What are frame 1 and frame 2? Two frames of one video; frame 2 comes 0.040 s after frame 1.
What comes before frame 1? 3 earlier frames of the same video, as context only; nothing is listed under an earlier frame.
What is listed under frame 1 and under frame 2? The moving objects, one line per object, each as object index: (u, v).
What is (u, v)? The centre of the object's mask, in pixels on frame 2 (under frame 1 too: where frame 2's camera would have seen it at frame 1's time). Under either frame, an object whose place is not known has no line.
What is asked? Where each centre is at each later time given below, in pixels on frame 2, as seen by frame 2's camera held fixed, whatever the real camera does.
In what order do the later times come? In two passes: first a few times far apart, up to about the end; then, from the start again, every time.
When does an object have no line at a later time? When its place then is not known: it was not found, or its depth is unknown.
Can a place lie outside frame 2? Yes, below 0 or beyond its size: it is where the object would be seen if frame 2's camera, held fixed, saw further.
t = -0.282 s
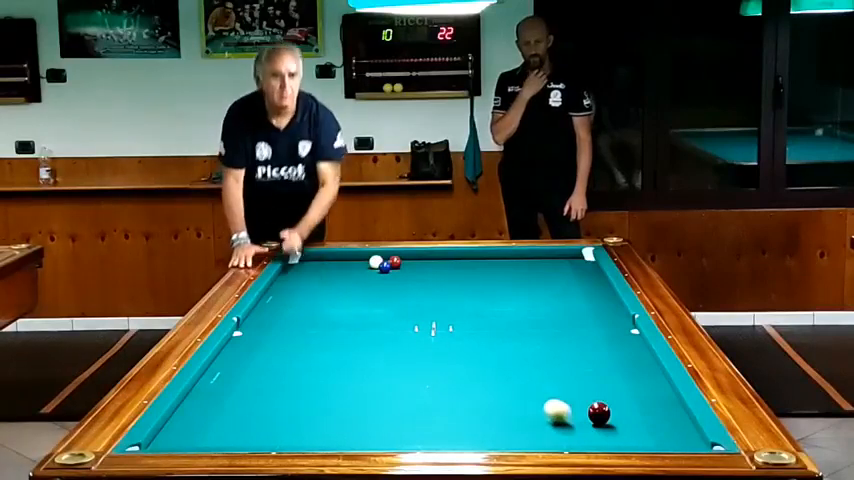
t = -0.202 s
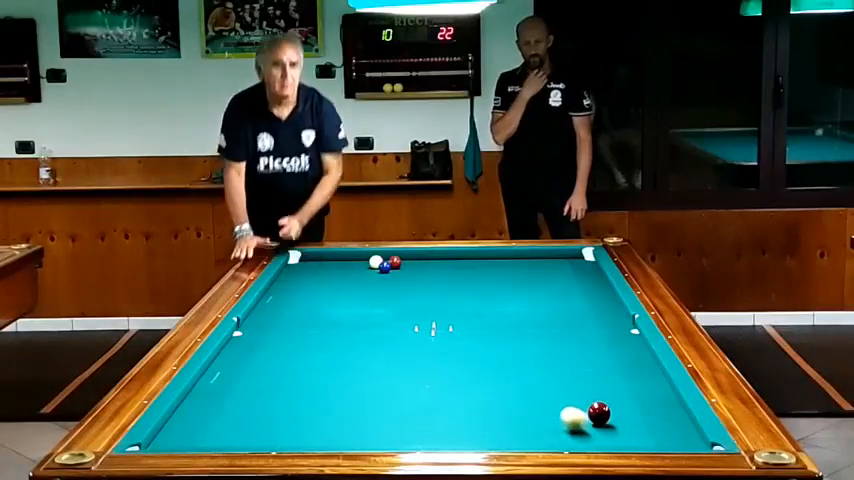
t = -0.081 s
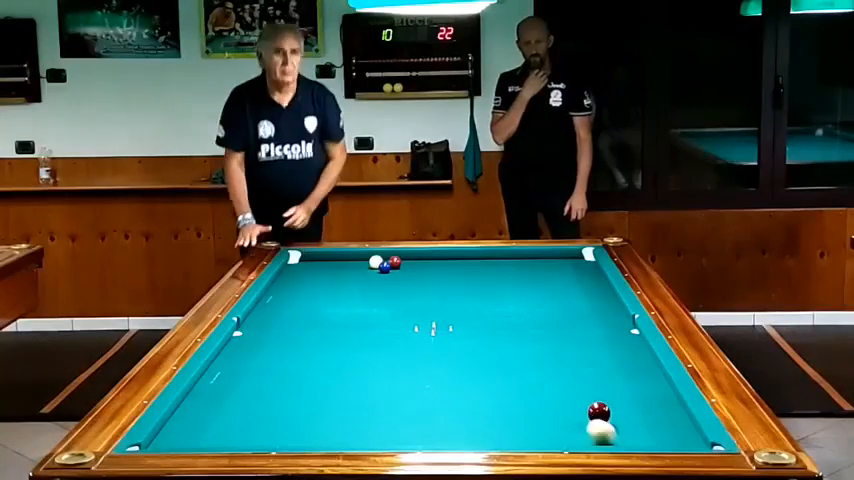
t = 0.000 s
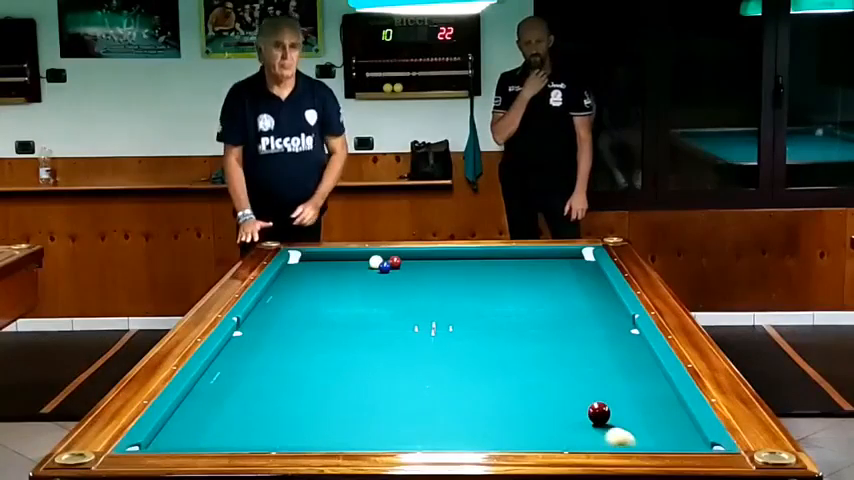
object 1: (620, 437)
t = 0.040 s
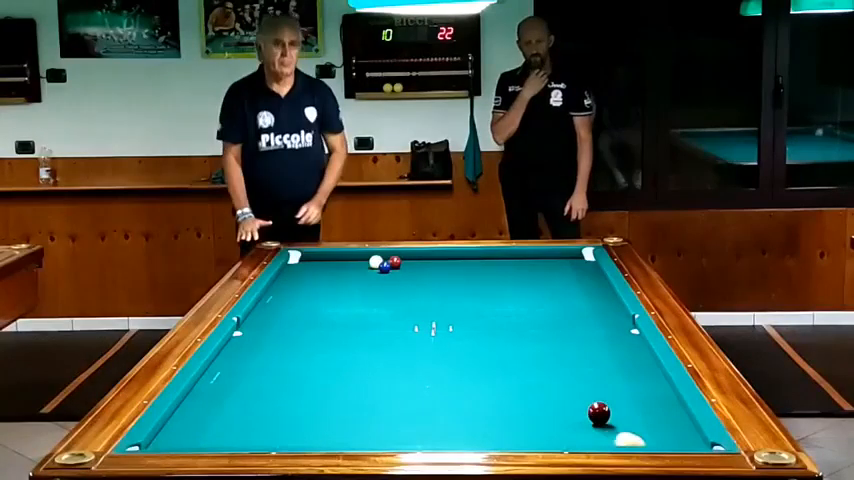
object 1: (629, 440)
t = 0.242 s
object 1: (658, 437)
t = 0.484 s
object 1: (682, 424)
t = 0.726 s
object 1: (659, 413)
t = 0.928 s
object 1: (642, 404)
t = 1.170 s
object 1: (623, 394)
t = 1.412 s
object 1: (605, 385)
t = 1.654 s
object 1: (589, 376)
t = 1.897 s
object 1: (573, 368)
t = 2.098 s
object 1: (562, 362)
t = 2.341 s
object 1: (548, 355)
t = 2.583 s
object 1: (535, 348)
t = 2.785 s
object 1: (521, 340)
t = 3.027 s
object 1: (511, 335)
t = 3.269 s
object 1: (500, 330)
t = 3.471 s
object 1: (491, 326)
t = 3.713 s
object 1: (482, 321)
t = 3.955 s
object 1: (473, 316)
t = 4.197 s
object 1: (465, 312)
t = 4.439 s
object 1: (457, 308)
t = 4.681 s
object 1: (450, 304)
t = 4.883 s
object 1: (444, 301)
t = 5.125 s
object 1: (437, 298)
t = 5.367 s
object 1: (431, 294)
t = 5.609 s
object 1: (426, 291)
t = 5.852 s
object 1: (420, 289)
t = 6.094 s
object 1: (415, 286)
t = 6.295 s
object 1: (411, 284)
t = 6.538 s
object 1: (407, 281)
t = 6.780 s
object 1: (403, 279)
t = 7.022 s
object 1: (399, 277)
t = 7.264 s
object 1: (395, 274)
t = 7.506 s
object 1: (392, 272)
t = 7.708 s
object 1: (389, 270)
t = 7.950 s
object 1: (386, 269)
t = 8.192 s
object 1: (384, 268)
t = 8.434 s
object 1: (382, 268)
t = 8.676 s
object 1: (380, 267)
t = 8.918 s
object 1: (379, 267)
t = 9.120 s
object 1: (378, 267)
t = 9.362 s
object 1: (377, 267)
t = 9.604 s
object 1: (377, 267)
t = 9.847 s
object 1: (377, 267)
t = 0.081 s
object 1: (638, 442)
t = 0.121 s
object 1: (647, 442)
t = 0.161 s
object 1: (650, 440)
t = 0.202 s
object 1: (654, 439)
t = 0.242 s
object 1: (658, 437)
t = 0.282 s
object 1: (662, 435)
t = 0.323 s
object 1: (666, 433)
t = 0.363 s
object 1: (670, 431)
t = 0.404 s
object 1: (675, 429)
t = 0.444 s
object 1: (679, 426)
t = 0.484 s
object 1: (682, 424)
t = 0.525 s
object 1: (679, 422)
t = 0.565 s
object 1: (674, 420)
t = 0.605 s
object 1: (670, 418)
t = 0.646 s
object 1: (666, 416)
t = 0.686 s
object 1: (663, 415)
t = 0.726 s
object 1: (659, 413)
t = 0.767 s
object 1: (656, 411)
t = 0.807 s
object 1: (653, 409)
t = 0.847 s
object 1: (649, 407)
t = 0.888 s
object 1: (646, 406)
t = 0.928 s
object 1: (642, 404)
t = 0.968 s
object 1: (639, 402)
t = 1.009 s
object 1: (636, 400)
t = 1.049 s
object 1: (633, 399)
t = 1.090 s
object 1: (629, 397)
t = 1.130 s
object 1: (626, 396)
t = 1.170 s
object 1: (623, 394)
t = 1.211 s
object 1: (620, 392)
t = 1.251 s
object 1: (617, 391)
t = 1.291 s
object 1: (614, 389)
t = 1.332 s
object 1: (611, 388)
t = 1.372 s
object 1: (608, 386)
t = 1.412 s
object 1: (605, 385)
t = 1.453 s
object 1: (603, 383)
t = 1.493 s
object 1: (600, 382)
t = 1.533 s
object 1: (597, 380)
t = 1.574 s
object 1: (594, 379)
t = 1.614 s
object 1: (592, 377)
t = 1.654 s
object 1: (589, 376)
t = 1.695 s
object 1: (587, 375)
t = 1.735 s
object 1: (584, 373)
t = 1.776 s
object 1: (581, 372)
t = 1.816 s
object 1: (579, 370)
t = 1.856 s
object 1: (576, 369)
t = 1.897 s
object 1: (573, 368)
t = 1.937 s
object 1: (571, 366)
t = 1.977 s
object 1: (569, 365)
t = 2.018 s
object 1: (566, 364)
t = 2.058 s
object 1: (564, 363)
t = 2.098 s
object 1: (562, 362)
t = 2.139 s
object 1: (559, 360)
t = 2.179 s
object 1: (557, 359)
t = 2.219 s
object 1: (555, 358)
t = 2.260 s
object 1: (552, 357)
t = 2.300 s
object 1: (550, 356)
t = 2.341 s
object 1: (548, 355)
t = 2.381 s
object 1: (546, 353)
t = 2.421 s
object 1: (544, 352)
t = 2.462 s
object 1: (541, 351)
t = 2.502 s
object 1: (539, 350)
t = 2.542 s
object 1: (537, 349)
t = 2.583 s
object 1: (535, 348)
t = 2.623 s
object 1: (533, 347)
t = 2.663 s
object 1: (529, 344)
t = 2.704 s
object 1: (525, 342)
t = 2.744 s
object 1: (523, 341)
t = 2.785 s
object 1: (521, 340)
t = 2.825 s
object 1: (520, 340)
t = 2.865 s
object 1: (518, 339)
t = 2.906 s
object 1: (516, 338)
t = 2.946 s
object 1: (514, 337)
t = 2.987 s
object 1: (512, 336)
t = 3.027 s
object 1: (511, 335)
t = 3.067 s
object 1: (509, 334)
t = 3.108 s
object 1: (507, 333)
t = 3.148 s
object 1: (505, 332)
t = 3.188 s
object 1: (503, 331)
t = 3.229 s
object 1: (502, 330)
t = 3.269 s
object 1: (500, 330)
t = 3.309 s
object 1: (498, 329)
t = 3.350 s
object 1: (496, 328)
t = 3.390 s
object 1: (495, 327)
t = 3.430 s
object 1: (493, 326)
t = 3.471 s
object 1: (491, 326)
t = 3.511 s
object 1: (490, 325)
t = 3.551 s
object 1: (488, 324)
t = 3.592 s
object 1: (487, 323)
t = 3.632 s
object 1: (485, 322)
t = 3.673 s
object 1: (484, 321)
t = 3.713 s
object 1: (482, 321)
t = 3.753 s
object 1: (481, 320)
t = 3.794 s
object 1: (479, 319)
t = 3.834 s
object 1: (478, 319)
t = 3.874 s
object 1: (476, 318)
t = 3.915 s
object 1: (475, 317)
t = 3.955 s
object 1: (473, 316)
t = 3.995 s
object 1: (472, 315)
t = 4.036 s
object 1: (470, 315)
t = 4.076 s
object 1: (469, 314)
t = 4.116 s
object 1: (467, 313)
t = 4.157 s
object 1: (466, 313)
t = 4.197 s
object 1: (465, 312)
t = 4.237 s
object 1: (463, 311)
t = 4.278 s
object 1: (462, 310)
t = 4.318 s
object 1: (461, 310)
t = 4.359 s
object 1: (460, 309)
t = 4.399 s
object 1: (458, 309)
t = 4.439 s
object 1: (457, 308)
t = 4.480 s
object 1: (456, 307)
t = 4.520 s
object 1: (455, 306)
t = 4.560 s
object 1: (453, 306)
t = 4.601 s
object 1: (452, 305)
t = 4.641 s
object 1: (451, 305)
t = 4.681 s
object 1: (450, 304)
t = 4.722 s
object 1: (449, 303)
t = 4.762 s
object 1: (447, 303)
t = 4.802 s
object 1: (446, 302)
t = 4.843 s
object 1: (445, 302)
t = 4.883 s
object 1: (444, 301)
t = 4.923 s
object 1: (443, 301)
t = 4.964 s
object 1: (442, 300)
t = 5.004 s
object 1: (441, 299)
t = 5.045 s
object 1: (440, 299)
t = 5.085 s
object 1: (439, 298)
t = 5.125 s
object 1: (437, 298)
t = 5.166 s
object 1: (436, 297)
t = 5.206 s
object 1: (435, 297)
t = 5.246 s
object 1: (434, 296)
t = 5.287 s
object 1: (433, 295)
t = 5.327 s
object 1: (432, 295)
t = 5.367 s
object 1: (431, 294)
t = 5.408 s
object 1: (430, 294)
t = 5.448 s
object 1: (429, 294)
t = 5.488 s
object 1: (428, 293)
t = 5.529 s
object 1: (427, 292)
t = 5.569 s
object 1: (426, 292)
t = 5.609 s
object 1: (426, 291)
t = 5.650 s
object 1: (424, 291)
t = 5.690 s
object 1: (424, 290)
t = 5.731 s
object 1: (423, 290)
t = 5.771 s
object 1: (422, 289)
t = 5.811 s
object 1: (421, 289)
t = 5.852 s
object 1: (420, 289)
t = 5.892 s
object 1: (419, 288)
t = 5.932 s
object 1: (418, 288)
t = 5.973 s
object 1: (418, 287)
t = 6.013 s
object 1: (417, 287)
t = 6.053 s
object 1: (416, 286)
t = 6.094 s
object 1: (415, 286)
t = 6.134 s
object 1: (414, 285)
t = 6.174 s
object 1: (413, 285)
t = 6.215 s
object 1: (413, 284)
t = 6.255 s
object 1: (412, 284)
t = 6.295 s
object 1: (411, 284)
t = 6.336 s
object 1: (410, 283)
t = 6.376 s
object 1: (410, 283)
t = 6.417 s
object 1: (409, 282)
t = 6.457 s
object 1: (408, 282)
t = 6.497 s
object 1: (407, 282)
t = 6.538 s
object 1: (407, 281)
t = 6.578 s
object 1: (406, 281)
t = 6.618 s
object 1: (405, 281)
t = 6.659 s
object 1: (405, 280)
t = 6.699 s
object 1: (404, 280)
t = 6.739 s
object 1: (403, 279)
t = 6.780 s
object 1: (403, 279)
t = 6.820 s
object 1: (402, 279)
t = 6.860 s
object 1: (401, 278)
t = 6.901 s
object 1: (400, 278)
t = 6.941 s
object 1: (400, 277)
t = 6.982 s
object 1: (399, 277)
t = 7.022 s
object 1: (399, 277)
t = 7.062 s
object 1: (398, 276)
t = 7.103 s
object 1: (397, 276)
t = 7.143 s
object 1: (397, 276)
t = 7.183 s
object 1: (396, 275)
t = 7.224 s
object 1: (396, 275)
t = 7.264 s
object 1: (395, 274)
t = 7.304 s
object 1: (395, 274)
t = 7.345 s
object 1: (394, 273)
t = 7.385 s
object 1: (394, 273)
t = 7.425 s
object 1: (393, 273)
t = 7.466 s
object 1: (392, 273)
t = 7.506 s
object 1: (392, 272)
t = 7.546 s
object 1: (391, 272)
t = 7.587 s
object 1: (391, 272)
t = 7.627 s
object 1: (391, 271)
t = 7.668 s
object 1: (390, 271)
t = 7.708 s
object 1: (389, 270)
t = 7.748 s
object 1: (389, 270)
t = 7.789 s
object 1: (388, 270)
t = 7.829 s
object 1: (388, 270)
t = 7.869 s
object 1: (387, 269)
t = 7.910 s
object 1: (387, 269)
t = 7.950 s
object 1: (386, 269)
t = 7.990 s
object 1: (386, 269)
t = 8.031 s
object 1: (386, 268)
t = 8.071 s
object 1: (385, 268)
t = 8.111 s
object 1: (385, 268)
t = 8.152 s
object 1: (385, 268)
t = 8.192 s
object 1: (384, 268)
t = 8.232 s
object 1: (384, 268)
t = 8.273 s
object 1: (384, 268)
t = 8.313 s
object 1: (383, 268)
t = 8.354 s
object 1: (383, 268)
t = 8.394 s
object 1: (383, 268)
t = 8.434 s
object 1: (382, 268)
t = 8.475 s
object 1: (382, 268)
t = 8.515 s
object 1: (381, 268)
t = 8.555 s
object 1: (381, 268)
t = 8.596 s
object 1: (381, 267)
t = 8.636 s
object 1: (381, 267)
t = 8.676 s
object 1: (380, 267)
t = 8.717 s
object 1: (380, 267)
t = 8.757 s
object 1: (380, 267)
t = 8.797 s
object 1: (380, 267)
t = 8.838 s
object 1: (379, 267)
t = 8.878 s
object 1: (379, 267)
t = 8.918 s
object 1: (379, 267)
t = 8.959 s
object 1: (379, 267)
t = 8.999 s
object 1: (379, 267)
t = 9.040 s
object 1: (378, 267)
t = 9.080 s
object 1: (378, 267)
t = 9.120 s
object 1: (378, 267)
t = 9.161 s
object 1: (378, 267)
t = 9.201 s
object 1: (378, 267)
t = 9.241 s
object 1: (377, 267)
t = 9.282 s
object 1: (377, 267)
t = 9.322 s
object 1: (377, 267)
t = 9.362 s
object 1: (377, 267)
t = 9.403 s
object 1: (377, 267)
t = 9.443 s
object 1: (377, 267)
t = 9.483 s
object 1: (377, 267)
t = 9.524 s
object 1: (377, 267)
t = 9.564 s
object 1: (377, 267)
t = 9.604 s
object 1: (377, 267)
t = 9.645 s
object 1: (377, 267)
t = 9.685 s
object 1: (377, 267)
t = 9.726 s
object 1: (377, 267)
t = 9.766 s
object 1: (377, 267)
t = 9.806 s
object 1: (377, 267)
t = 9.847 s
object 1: (377, 267)
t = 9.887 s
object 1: (377, 267)
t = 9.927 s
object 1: (377, 267)
